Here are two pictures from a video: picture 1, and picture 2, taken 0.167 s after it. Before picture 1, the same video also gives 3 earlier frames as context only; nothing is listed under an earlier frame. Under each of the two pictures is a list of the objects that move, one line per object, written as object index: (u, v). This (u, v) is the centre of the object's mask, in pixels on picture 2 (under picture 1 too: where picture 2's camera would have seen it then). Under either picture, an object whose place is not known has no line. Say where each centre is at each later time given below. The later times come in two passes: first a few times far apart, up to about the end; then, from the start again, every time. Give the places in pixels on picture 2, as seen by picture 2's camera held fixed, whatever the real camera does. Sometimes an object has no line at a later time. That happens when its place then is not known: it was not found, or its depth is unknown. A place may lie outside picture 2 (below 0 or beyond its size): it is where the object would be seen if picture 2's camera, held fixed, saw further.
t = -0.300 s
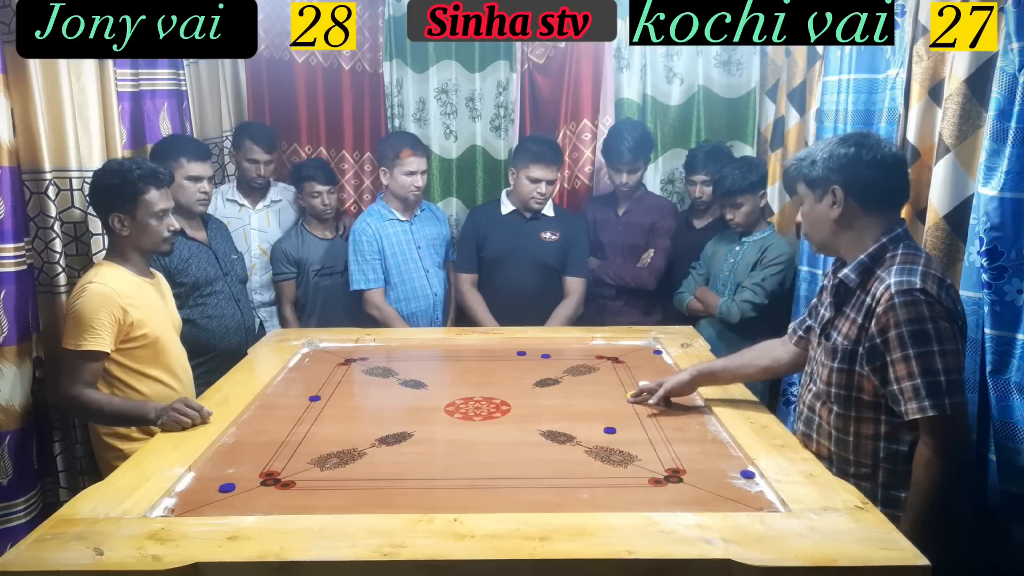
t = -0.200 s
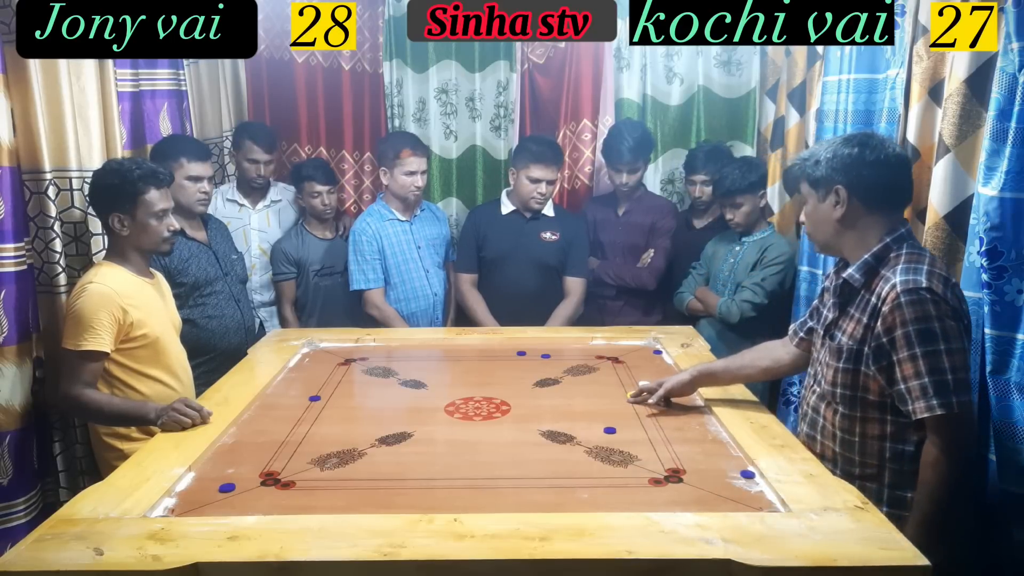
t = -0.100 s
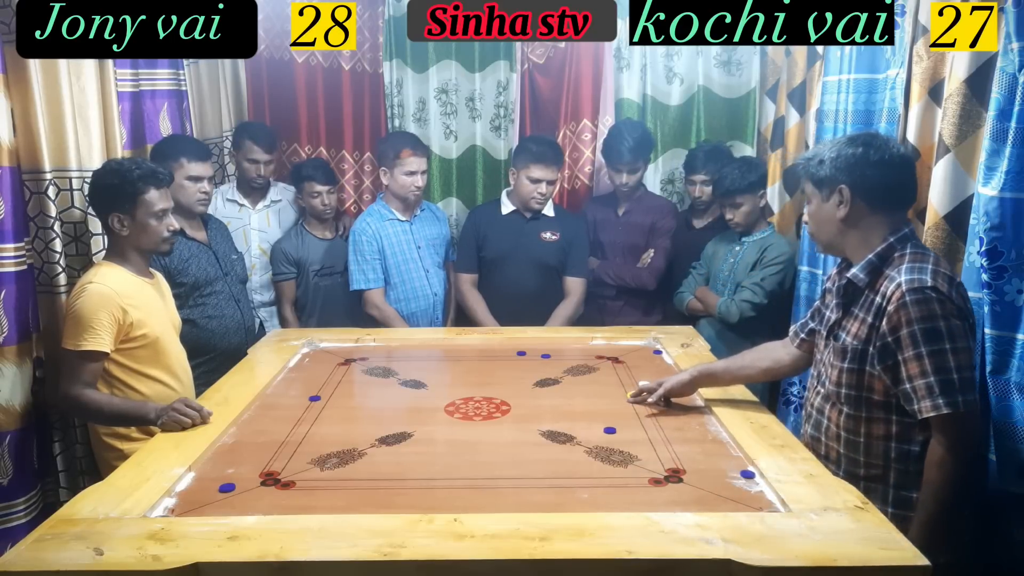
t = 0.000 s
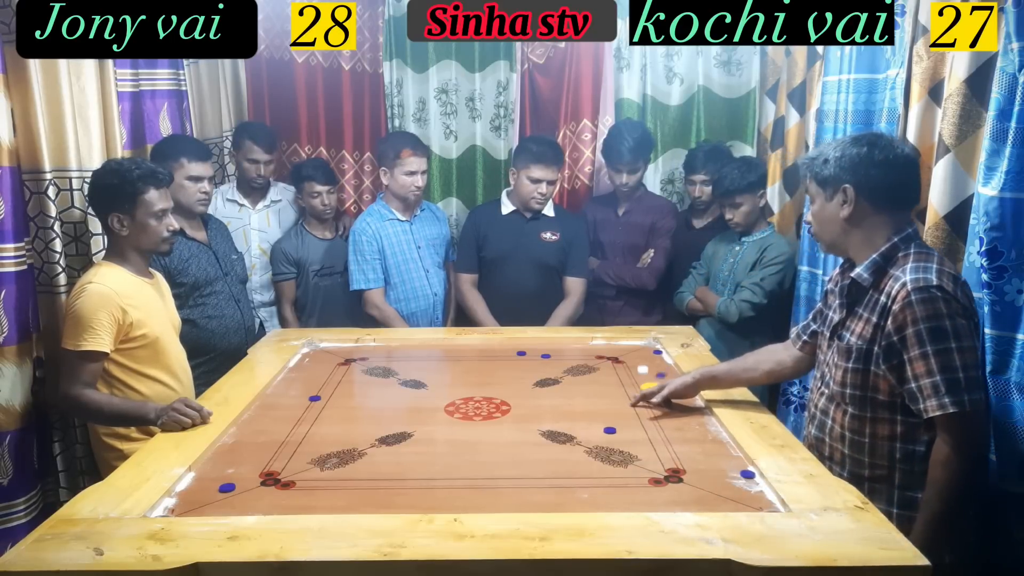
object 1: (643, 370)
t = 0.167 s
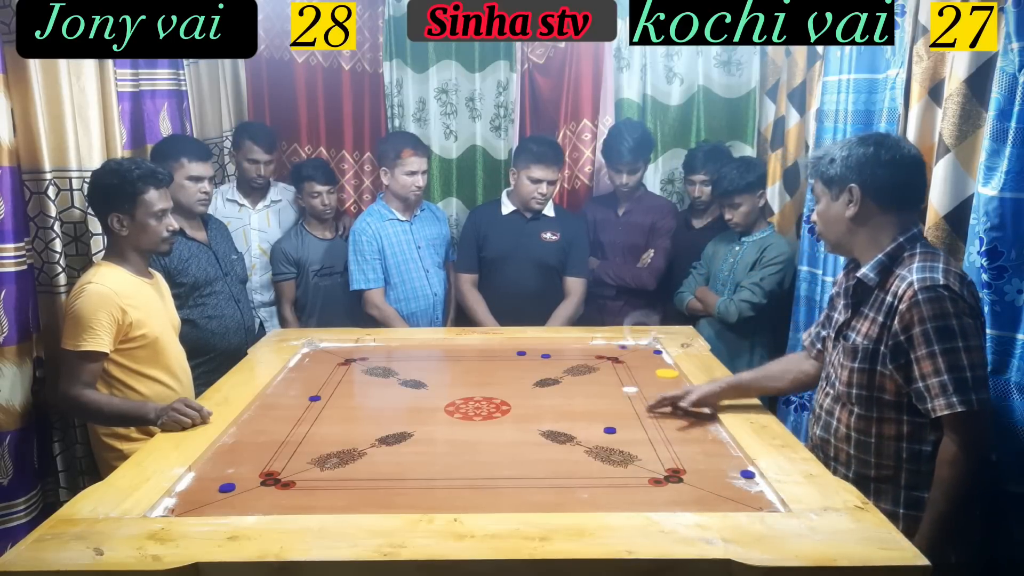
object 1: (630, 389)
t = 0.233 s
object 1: (609, 389)
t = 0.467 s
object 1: (547, 388)
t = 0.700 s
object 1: (505, 386)
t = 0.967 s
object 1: (479, 387)
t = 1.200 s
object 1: (474, 387)
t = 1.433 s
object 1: (474, 387)
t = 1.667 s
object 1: (474, 387)
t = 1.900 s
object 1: (474, 386)
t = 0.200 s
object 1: (619, 389)
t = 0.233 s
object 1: (609, 389)
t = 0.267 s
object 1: (599, 388)
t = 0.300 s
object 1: (589, 388)
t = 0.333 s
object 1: (580, 388)
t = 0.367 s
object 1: (571, 388)
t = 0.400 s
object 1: (563, 388)
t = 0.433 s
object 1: (555, 388)
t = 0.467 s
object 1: (547, 388)
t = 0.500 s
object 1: (540, 387)
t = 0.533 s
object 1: (533, 387)
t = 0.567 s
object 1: (526, 387)
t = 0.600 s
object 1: (521, 387)
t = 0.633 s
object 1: (515, 387)
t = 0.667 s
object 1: (509, 386)
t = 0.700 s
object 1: (505, 386)
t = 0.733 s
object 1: (500, 387)
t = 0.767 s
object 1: (496, 387)
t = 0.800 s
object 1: (492, 387)
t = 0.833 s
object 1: (489, 387)
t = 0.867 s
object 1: (486, 387)
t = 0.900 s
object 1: (483, 387)
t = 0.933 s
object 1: (481, 387)
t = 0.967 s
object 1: (479, 387)
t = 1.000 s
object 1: (477, 387)
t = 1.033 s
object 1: (476, 387)
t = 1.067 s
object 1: (475, 387)
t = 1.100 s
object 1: (474, 387)
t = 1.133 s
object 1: (474, 387)
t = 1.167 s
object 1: (474, 387)
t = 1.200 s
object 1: (474, 387)
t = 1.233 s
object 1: (474, 387)
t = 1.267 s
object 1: (474, 387)
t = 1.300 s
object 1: (474, 387)
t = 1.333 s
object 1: (474, 387)
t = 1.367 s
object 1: (474, 387)
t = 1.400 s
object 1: (474, 387)
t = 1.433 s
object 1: (474, 387)
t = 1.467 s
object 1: (474, 387)
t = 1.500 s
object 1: (474, 387)
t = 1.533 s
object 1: (474, 387)
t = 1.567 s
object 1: (474, 387)
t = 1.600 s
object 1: (474, 387)
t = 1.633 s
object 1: (474, 387)
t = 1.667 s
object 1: (474, 387)
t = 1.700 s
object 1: (474, 387)
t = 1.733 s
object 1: (474, 387)
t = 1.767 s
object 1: (474, 387)
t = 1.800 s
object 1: (474, 387)
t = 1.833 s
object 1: (474, 387)
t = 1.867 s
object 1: (474, 386)
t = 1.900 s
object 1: (474, 386)
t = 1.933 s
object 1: (474, 386)
